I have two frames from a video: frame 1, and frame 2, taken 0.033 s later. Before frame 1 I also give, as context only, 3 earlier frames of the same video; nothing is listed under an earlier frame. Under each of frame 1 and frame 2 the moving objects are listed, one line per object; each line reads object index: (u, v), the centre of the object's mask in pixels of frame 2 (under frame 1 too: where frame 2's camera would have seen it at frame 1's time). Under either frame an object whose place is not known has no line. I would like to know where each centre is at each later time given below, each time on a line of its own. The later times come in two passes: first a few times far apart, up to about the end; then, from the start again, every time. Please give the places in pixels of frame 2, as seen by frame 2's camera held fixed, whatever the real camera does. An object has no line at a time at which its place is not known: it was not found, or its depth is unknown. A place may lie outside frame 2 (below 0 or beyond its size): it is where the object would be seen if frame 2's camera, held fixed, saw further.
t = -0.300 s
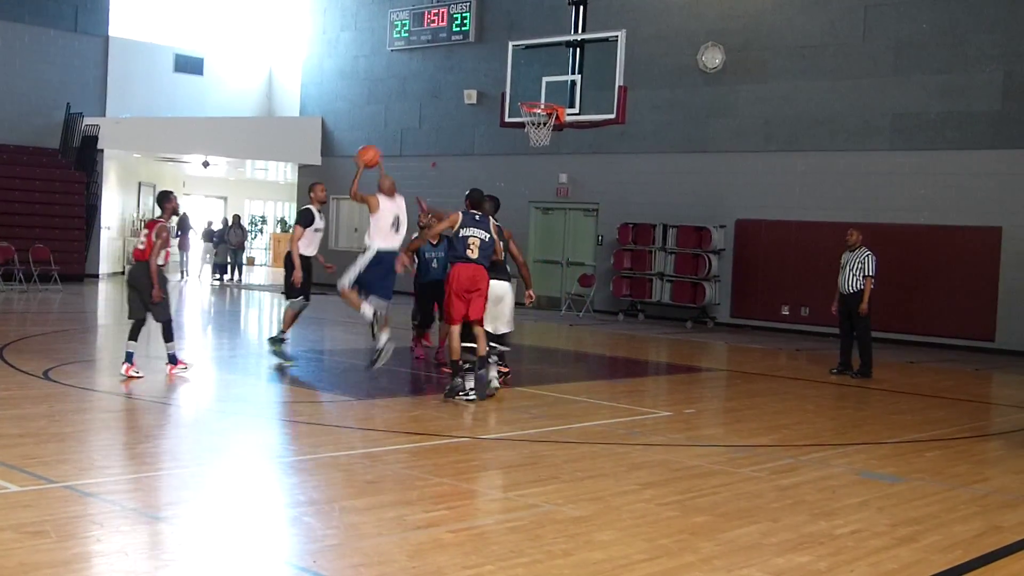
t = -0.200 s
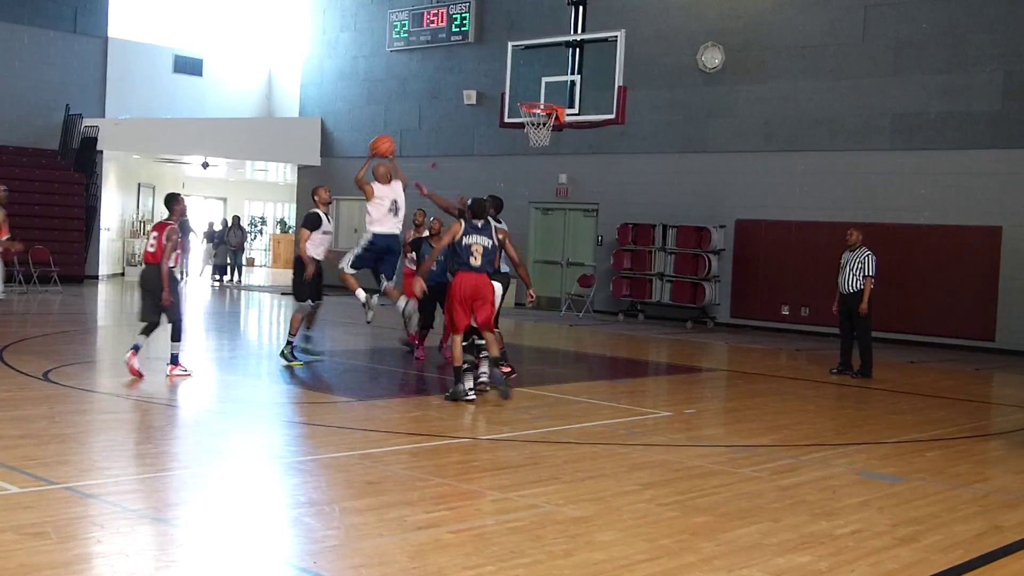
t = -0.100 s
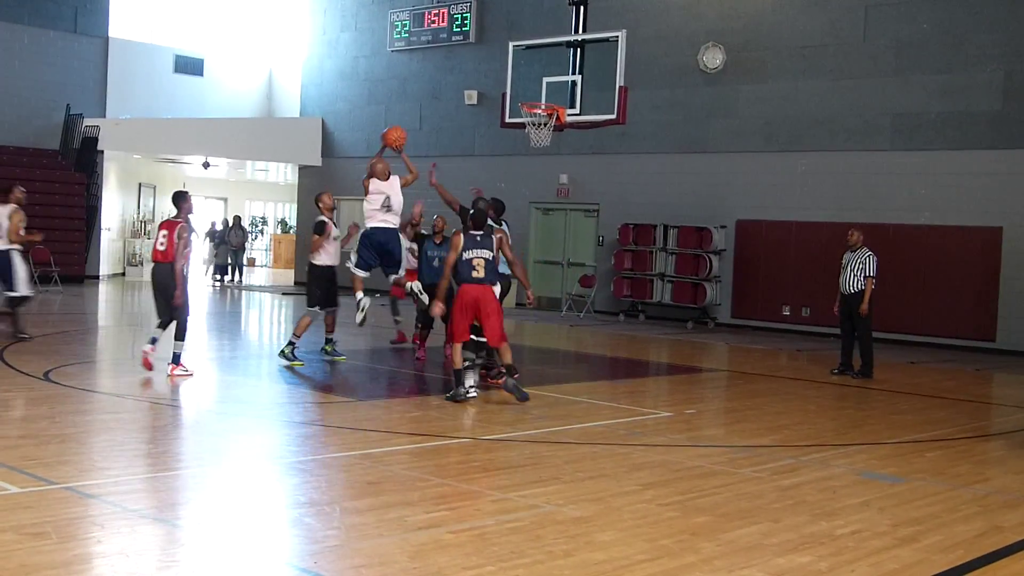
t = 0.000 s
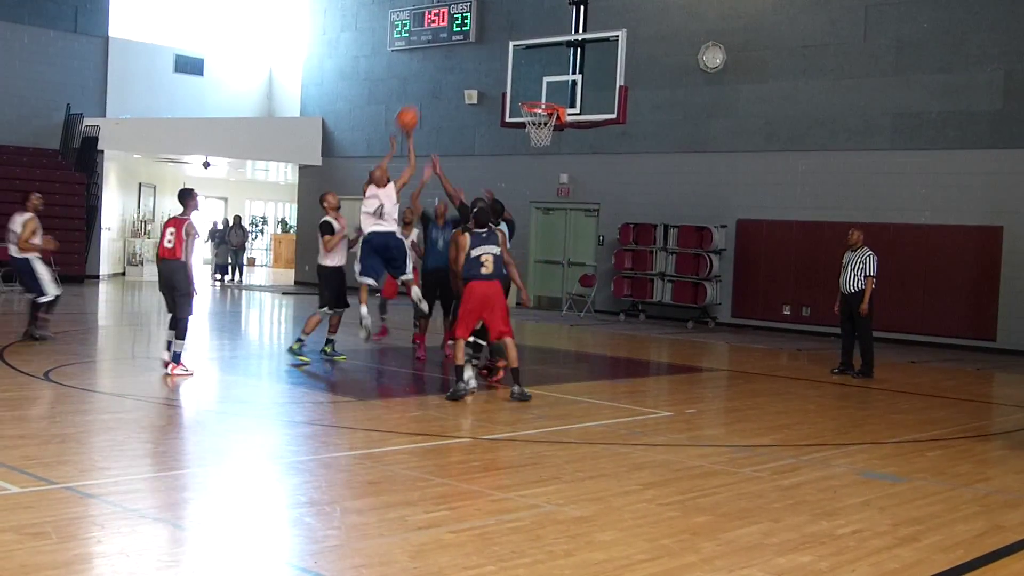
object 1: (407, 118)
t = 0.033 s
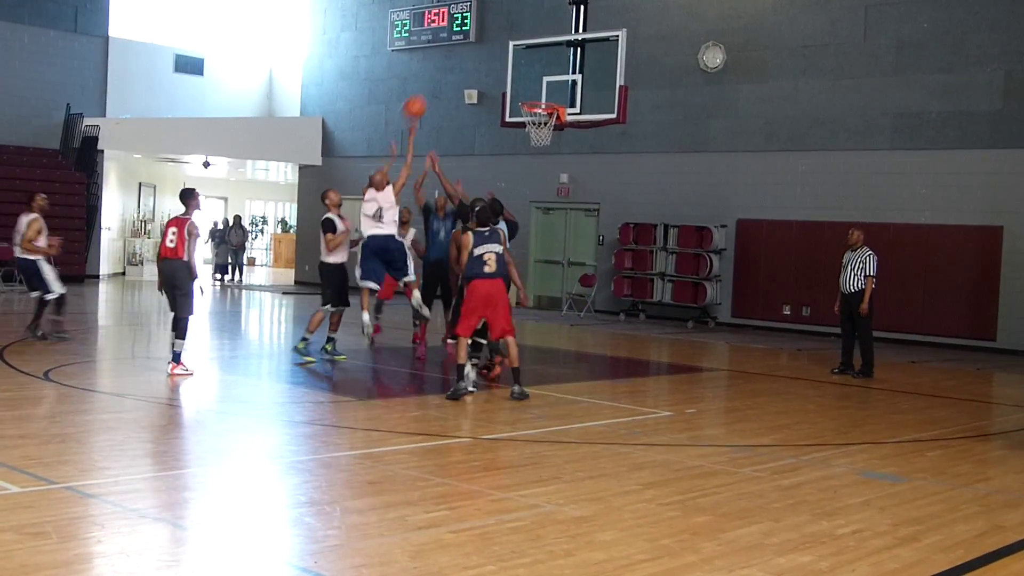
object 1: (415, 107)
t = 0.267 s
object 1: (465, 64)
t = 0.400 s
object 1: (490, 61)
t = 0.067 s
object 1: (422, 98)
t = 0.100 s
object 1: (430, 89)
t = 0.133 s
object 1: (437, 82)
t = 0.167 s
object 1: (445, 76)
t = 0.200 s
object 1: (452, 70)
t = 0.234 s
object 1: (458, 67)
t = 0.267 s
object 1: (465, 64)
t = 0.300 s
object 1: (472, 62)
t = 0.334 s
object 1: (478, 61)
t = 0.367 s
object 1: (484, 60)
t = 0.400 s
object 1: (490, 61)
